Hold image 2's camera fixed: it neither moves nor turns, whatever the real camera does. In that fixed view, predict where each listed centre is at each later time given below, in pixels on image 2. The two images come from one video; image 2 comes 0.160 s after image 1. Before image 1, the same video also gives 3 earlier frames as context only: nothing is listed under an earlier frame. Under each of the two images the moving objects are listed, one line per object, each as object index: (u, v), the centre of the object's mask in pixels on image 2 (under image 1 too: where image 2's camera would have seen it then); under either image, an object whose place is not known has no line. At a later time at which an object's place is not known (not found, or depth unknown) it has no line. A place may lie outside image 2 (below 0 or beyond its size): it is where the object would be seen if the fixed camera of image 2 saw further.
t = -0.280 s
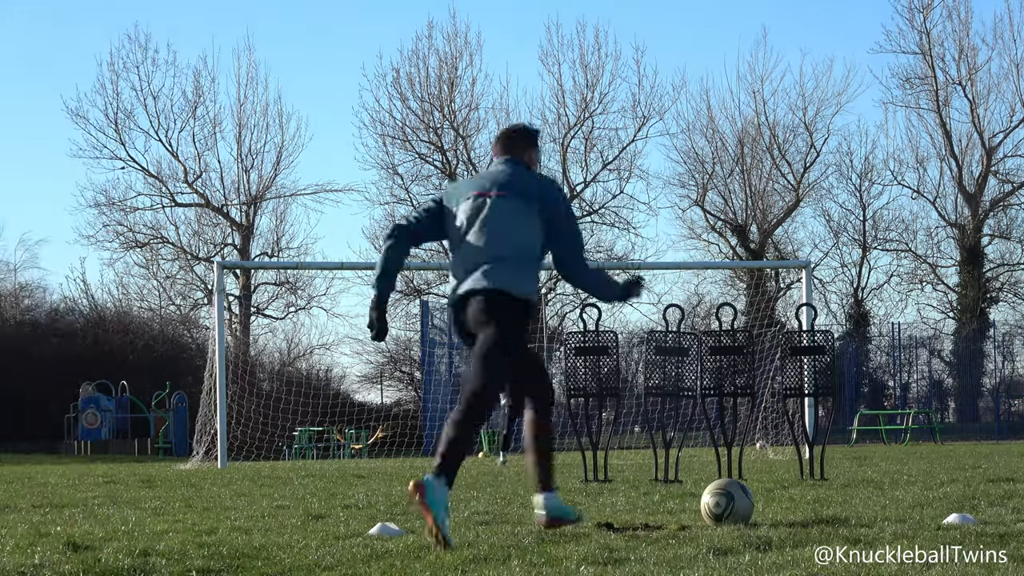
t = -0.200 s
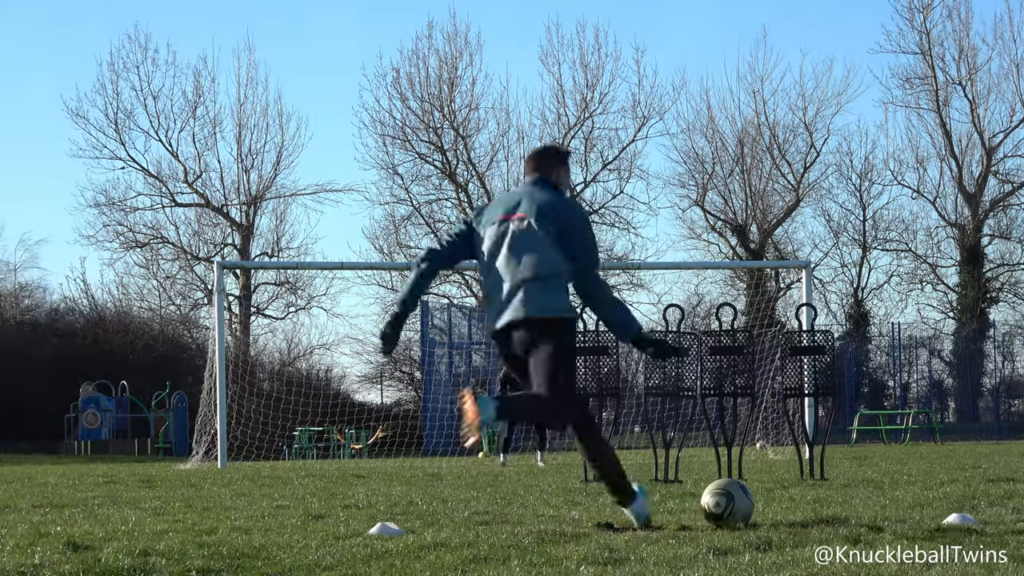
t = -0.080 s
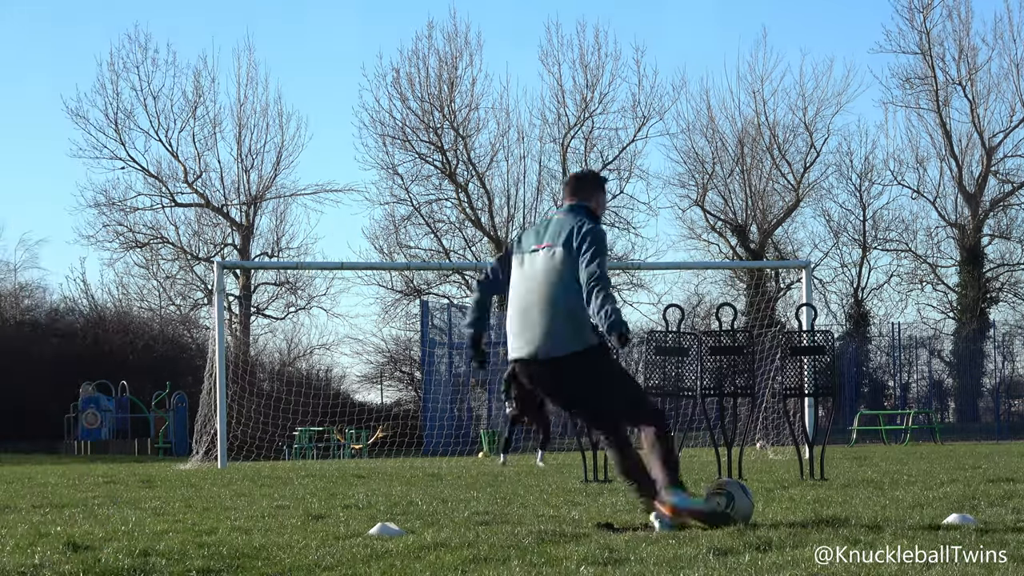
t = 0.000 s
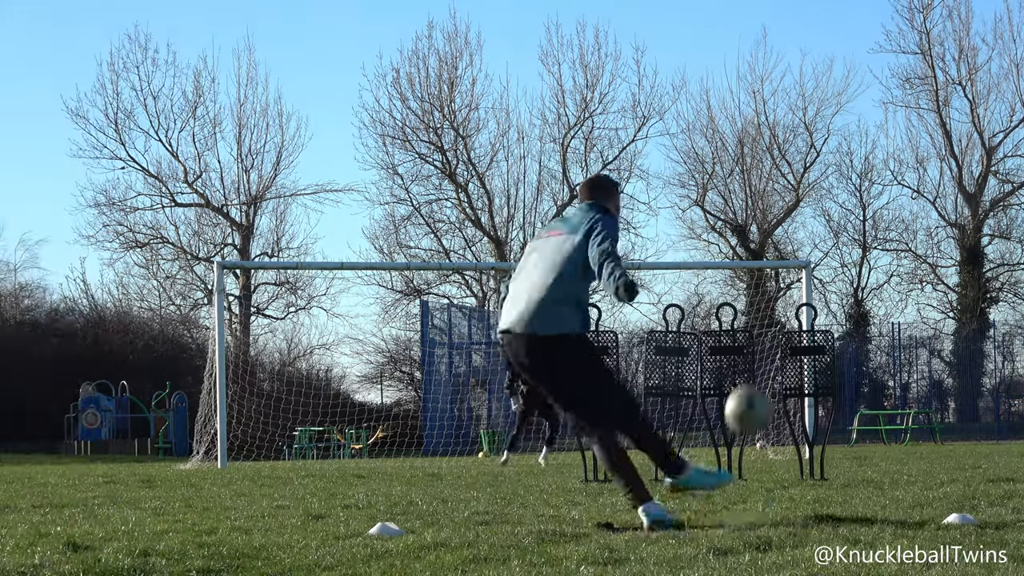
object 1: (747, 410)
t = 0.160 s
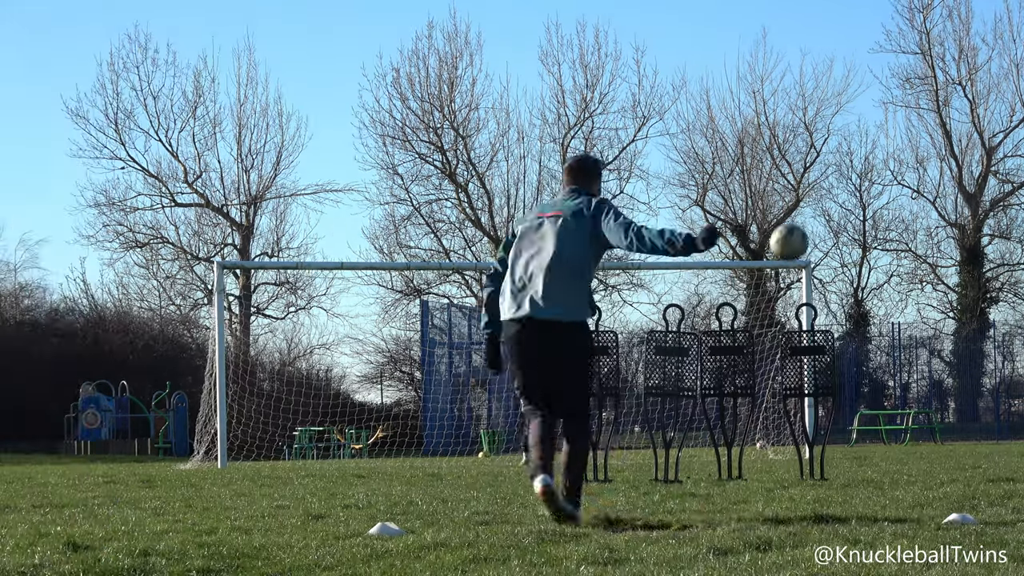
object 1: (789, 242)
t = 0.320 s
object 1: (804, 181)
